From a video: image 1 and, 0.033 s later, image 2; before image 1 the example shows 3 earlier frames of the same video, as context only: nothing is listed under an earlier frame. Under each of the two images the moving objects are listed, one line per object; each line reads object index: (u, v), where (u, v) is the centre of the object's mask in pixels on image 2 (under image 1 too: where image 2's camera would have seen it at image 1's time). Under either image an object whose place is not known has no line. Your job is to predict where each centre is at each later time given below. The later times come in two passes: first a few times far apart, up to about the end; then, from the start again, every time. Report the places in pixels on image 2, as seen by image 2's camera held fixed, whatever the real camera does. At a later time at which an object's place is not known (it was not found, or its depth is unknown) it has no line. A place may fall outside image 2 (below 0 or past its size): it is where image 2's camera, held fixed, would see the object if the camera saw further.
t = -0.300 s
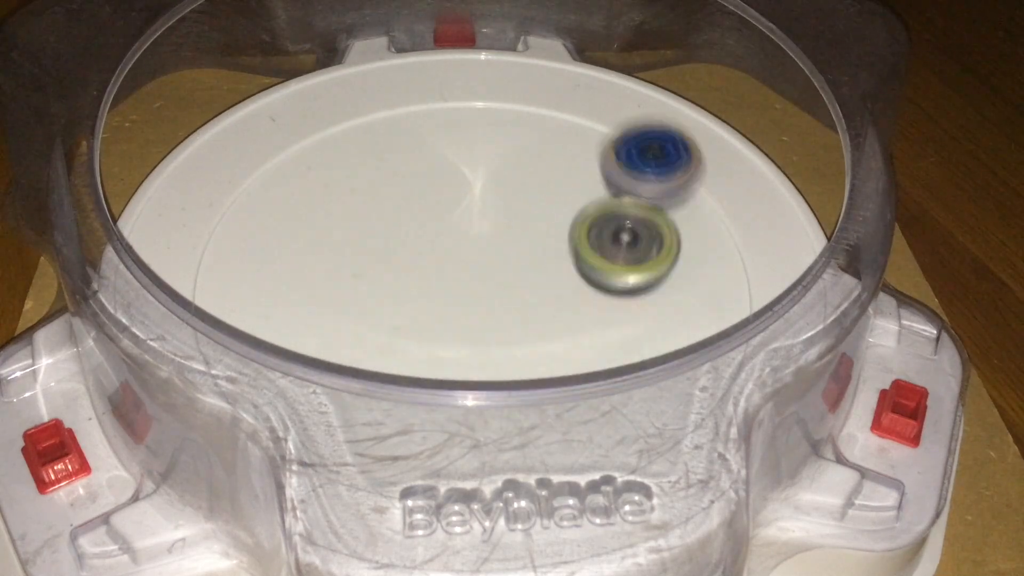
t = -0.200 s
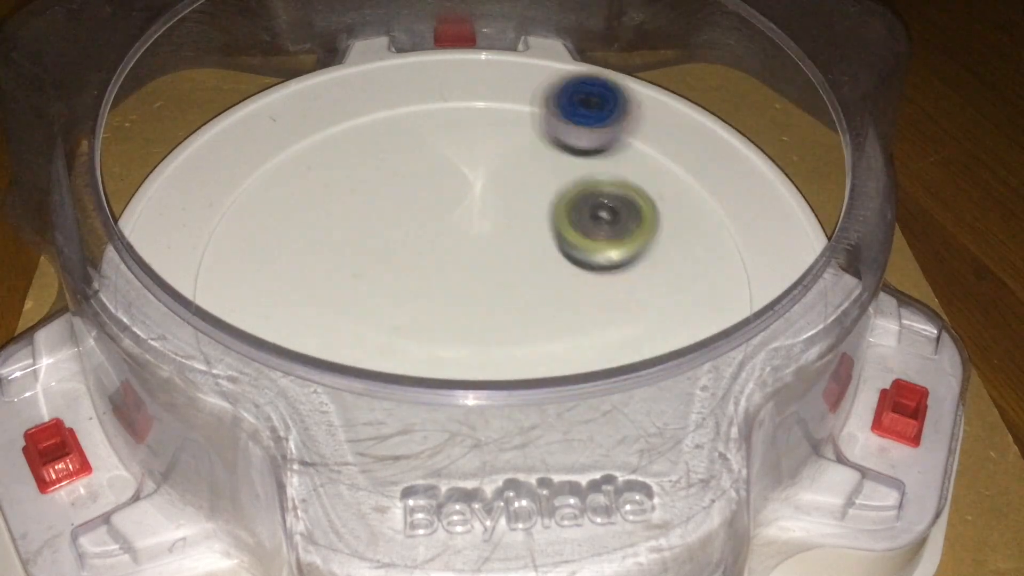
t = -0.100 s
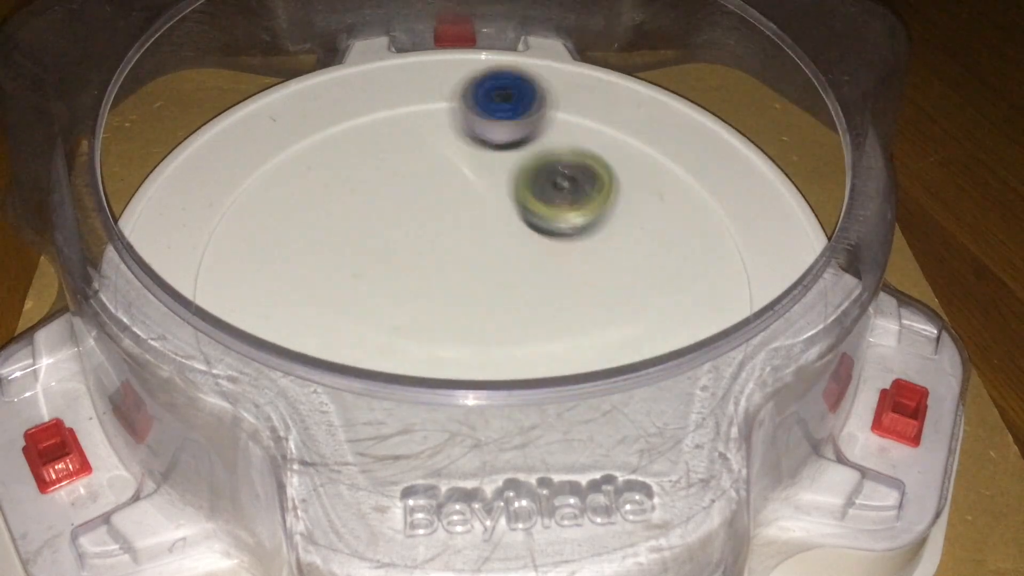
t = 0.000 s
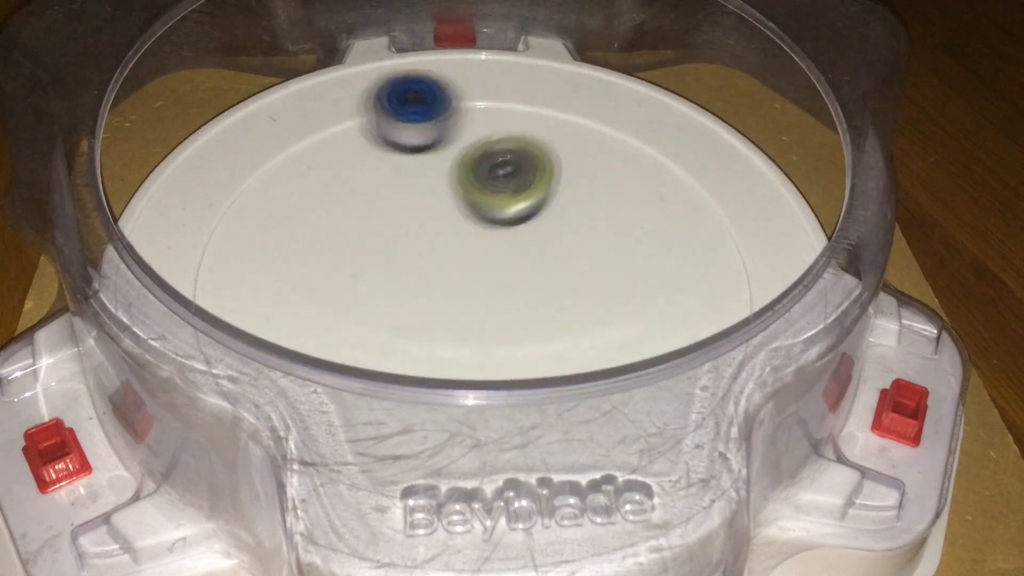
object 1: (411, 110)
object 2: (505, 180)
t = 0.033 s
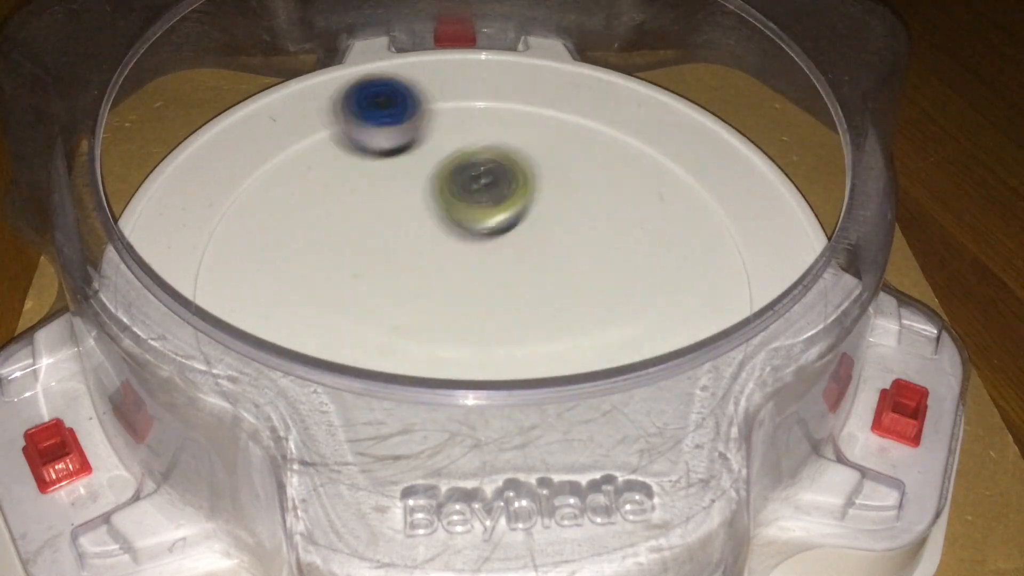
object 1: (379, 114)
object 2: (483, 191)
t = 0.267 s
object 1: (268, 219)
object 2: (442, 339)
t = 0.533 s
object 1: (387, 363)
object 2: (668, 357)
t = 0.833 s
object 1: (627, 323)
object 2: (580, 141)
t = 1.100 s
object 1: (622, 203)
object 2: (241, 237)
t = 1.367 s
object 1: (471, 173)
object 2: (493, 449)
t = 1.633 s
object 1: (349, 259)
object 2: (674, 236)
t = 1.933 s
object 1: (572, 321)
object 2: (371, 437)
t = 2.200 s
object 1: (414, 195)
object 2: (426, 103)
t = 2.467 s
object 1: (452, 309)
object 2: (533, 371)
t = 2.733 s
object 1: (552, 225)
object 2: (376, 150)
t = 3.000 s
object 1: (425, 279)
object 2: (629, 335)
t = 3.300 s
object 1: (513, 302)
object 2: (304, 230)
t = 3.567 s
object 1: (400, 248)
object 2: (624, 303)
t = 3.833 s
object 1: (464, 287)
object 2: (290, 196)
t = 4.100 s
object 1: (486, 223)
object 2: (629, 294)
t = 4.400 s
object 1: (476, 298)
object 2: (320, 238)
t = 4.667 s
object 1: (490, 273)
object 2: (652, 292)
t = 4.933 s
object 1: (421, 283)
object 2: (307, 226)
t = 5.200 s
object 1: (453, 275)
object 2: (598, 310)
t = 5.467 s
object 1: (474, 246)
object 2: (343, 179)
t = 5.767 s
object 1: (474, 273)
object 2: (634, 292)
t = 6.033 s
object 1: (474, 293)
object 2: (352, 218)
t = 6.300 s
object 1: (462, 281)
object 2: (585, 335)
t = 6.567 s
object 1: (445, 263)
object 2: (371, 174)
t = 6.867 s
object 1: (470, 261)
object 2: (583, 318)
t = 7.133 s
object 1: (483, 269)
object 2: (405, 186)
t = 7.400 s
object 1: (466, 283)
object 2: (534, 364)
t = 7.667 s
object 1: (453, 282)
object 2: (431, 182)
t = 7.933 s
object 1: (456, 263)
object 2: (459, 344)
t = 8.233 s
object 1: (472, 259)
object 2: (465, 171)
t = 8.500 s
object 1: (482, 275)
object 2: (461, 350)
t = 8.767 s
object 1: (452, 271)
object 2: (531, 210)
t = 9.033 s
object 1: (471, 305)
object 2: (341, 279)
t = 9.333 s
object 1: (579, 276)
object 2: (421, 218)
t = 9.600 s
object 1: (491, 284)
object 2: (357, 216)
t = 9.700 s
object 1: (482, 287)
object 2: (379, 241)
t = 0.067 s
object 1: (352, 122)
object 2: (463, 207)
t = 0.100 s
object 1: (328, 134)
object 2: (445, 227)
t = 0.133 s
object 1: (308, 148)
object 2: (434, 249)
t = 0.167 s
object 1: (293, 162)
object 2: (427, 273)
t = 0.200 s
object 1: (281, 180)
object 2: (425, 299)
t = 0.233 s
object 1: (272, 198)
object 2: (431, 324)
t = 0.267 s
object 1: (268, 219)
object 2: (442, 339)
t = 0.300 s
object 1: (268, 240)
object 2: (460, 351)
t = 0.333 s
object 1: (272, 260)
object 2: (483, 378)
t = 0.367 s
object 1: (281, 281)
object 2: (509, 383)
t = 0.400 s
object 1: (294, 300)
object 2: (543, 405)
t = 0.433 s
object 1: (314, 318)
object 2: (577, 401)
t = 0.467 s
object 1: (338, 328)
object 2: (609, 395)
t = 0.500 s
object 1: (360, 351)
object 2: (642, 387)
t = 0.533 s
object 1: (387, 363)
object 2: (668, 357)
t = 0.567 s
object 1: (418, 372)
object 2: (694, 335)
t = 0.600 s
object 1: (450, 373)
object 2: (709, 303)
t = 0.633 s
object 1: (481, 378)
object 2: (726, 281)
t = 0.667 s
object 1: (512, 371)
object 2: (729, 250)
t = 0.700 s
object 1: (540, 369)
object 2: (718, 222)
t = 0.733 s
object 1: (566, 360)
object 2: (695, 195)
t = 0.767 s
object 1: (587, 342)
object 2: (663, 170)
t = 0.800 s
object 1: (610, 332)
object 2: (623, 152)
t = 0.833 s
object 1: (627, 323)
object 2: (580, 141)
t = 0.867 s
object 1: (640, 309)
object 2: (533, 133)
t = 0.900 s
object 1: (648, 292)
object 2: (486, 133)
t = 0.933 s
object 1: (652, 276)
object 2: (440, 137)
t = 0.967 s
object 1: (653, 259)
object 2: (394, 147)
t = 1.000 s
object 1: (650, 243)
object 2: (349, 161)
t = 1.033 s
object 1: (644, 228)
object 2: (306, 182)
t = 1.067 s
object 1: (634, 214)
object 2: (270, 206)
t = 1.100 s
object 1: (622, 203)
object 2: (241, 237)
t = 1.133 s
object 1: (607, 193)
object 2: (222, 270)
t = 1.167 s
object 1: (590, 185)
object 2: (211, 304)
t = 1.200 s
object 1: (573, 178)
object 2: (222, 348)
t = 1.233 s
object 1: (555, 173)
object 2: (256, 398)
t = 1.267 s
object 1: (535, 170)
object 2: (308, 423)
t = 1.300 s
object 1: (513, 169)
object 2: (368, 446)
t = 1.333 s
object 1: (491, 170)
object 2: (426, 450)
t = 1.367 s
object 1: (471, 173)
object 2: (493, 449)
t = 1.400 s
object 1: (450, 178)
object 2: (562, 443)
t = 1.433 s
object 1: (430, 185)
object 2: (611, 435)
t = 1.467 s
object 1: (413, 193)
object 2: (658, 417)
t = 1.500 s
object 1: (395, 204)
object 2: (678, 376)
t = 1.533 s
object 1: (379, 216)
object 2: (690, 331)
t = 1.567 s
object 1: (366, 230)
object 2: (698, 299)
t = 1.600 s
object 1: (356, 244)
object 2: (693, 269)
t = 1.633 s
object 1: (349, 259)
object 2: (674, 236)
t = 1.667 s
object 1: (345, 307)
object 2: (577, 163)
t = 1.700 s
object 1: (362, 331)
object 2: (494, 136)
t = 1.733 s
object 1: (387, 359)
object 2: (408, 130)
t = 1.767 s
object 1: (421, 375)
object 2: (323, 145)
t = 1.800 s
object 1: (460, 379)
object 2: (250, 180)
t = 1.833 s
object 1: (500, 374)
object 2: (207, 235)
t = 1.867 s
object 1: (531, 352)
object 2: (221, 307)
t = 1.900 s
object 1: (559, 342)
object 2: (266, 387)
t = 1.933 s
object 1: (572, 321)
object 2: (371, 437)
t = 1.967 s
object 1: (575, 296)
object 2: (487, 439)
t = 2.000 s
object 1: (567, 270)
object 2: (574, 377)
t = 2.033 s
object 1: (552, 247)
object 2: (627, 321)
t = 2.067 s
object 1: (529, 226)
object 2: (640, 258)
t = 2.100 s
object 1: (503, 211)
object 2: (618, 198)
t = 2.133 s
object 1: (475, 201)
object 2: (571, 148)
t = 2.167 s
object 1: (443, 195)
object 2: (501, 114)
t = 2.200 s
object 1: (414, 195)
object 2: (426, 103)
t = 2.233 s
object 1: (388, 201)
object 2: (352, 112)
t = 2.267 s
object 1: (367, 210)
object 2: (288, 145)
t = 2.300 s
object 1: (360, 230)
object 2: (243, 191)
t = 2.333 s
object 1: (361, 252)
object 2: (234, 251)
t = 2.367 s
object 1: (371, 273)
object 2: (276, 307)
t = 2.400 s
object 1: (392, 288)
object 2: (340, 365)
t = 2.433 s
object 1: (420, 301)
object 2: (442, 383)
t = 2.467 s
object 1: (452, 309)
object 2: (533, 371)
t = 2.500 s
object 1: (483, 309)
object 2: (609, 331)
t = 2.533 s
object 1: (513, 303)
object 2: (651, 287)
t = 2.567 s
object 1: (537, 292)
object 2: (658, 228)
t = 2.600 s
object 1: (554, 278)
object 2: (630, 174)
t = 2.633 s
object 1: (563, 263)
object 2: (578, 136)
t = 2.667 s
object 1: (565, 249)
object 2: (508, 119)
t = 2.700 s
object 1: (561, 236)
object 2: (438, 124)
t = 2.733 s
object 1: (552, 225)
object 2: (376, 150)
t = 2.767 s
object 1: (538, 217)
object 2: (330, 192)
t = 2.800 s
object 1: (520, 214)
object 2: (310, 244)
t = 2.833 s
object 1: (499, 216)
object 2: (318, 300)
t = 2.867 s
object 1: (477, 222)
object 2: (362, 336)
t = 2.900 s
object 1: (458, 233)
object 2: (424, 380)
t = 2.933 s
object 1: (442, 247)
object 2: (499, 384)
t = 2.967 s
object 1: (432, 262)
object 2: (575, 378)
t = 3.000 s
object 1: (425, 279)
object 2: (629, 335)
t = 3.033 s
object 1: (423, 293)
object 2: (663, 303)
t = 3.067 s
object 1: (426, 309)
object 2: (665, 258)
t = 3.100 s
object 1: (436, 323)
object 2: (640, 215)
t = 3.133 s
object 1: (450, 331)
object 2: (592, 182)
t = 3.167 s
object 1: (468, 336)
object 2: (533, 164)
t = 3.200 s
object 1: (487, 334)
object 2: (467, 159)
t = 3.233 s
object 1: (502, 328)
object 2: (402, 170)
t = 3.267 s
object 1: (511, 316)
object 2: (345, 193)
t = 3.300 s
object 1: (513, 302)
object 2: (304, 230)
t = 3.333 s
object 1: (509, 287)
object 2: (282, 275)
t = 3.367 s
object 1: (497, 273)
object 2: (295, 316)
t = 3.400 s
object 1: (483, 263)
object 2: (328, 366)
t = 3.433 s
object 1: (467, 254)
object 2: (396, 412)
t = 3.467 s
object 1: (449, 247)
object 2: (479, 414)
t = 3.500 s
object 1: (432, 244)
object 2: (550, 380)
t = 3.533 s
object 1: (415, 243)
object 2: (597, 339)
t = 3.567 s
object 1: (400, 248)
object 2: (624, 303)
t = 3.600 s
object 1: (390, 254)
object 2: (619, 256)
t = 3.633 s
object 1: (386, 263)
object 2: (595, 214)
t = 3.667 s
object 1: (389, 273)
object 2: (553, 179)
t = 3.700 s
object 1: (397, 283)
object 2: (501, 156)
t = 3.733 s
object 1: (407, 290)
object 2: (445, 145)
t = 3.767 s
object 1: (426, 293)
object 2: (388, 148)
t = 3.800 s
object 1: (446, 291)
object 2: (331, 165)
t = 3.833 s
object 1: (464, 287)
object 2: (290, 196)
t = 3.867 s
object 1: (480, 280)
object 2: (270, 241)
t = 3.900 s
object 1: (493, 271)
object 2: (279, 291)
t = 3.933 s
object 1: (503, 261)
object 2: (325, 327)
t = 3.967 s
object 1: (507, 250)
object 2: (388, 368)
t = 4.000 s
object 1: (508, 240)
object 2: (465, 374)
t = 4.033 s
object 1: (504, 231)
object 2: (536, 350)
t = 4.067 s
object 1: (497, 226)
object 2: (595, 329)
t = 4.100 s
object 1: (486, 223)
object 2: (629, 294)
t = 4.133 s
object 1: (475, 224)
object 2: (638, 250)
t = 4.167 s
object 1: (464, 230)
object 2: (628, 209)
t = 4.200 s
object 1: (457, 239)
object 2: (598, 173)
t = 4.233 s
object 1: (453, 250)
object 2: (552, 148)
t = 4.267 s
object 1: (453, 261)
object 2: (498, 137)
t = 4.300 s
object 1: (457, 272)
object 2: (440, 141)
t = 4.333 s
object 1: (461, 282)
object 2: (387, 161)
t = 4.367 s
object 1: (468, 291)
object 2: (344, 195)
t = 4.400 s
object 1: (476, 298)
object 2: (320, 238)
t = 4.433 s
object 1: (488, 302)
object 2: (320, 287)
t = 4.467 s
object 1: (500, 304)
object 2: (347, 326)
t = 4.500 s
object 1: (510, 301)
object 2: (397, 368)
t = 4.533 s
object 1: (513, 296)
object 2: (460, 384)
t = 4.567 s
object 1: (513, 288)
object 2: (526, 384)
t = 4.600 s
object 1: (508, 283)
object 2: (591, 366)
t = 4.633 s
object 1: (501, 277)
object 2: (633, 326)
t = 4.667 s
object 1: (490, 273)
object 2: (652, 292)
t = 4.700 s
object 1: (477, 271)
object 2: (642, 249)
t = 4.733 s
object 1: (464, 270)
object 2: (612, 214)
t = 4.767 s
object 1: (453, 270)
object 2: (566, 187)
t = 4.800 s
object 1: (441, 273)
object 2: (510, 172)
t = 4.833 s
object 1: (432, 275)
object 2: (451, 168)
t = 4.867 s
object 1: (426, 279)
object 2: (395, 176)
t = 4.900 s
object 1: (423, 281)
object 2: (345, 196)
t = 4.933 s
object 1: (421, 283)
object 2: (307, 226)
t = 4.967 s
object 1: (421, 284)
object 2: (286, 265)
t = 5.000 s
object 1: (421, 285)
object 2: (289, 304)
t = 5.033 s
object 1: (424, 286)
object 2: (320, 347)
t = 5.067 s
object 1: (428, 286)
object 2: (378, 375)
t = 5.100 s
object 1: (433, 285)
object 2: (447, 388)
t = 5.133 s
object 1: (439, 283)
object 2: (514, 373)
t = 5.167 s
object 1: (446, 280)
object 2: (563, 341)
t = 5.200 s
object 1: (453, 275)
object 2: (598, 310)
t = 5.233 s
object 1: (459, 271)
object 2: (605, 267)
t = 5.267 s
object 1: (464, 267)
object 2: (595, 227)
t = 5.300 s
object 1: (470, 261)
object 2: (570, 193)
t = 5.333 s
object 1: (473, 255)
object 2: (532, 166)
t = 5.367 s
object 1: (474, 252)
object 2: (484, 150)
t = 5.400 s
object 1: (474, 249)
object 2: (433, 146)
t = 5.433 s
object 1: (474, 248)
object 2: (384, 155)
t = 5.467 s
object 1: (474, 246)
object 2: (343, 179)
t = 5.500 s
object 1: (473, 246)
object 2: (315, 215)
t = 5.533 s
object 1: (471, 246)
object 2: (311, 260)
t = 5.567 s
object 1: (470, 248)
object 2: (330, 303)
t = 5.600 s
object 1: (470, 252)
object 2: (378, 333)
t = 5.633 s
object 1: (469, 255)
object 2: (439, 348)
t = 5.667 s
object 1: (469, 259)
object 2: (498, 351)
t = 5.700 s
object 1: (470, 263)
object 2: (557, 343)
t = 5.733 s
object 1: (471, 268)
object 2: (607, 324)
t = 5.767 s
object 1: (474, 273)
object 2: (634, 292)
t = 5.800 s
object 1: (475, 277)
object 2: (639, 253)
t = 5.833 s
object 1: (476, 280)
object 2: (623, 218)
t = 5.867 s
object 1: (477, 283)
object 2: (591, 190)
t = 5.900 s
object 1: (477, 286)
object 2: (545, 172)
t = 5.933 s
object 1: (477, 288)
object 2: (491, 166)
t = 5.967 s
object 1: (477, 290)
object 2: (439, 173)
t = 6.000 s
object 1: (476, 291)
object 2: (390, 191)
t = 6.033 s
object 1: (474, 293)
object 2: (352, 218)
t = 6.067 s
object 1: (474, 294)
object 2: (329, 253)
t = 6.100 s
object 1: (472, 294)
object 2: (321, 292)
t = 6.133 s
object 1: (471, 294)
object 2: (336, 324)
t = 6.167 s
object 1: (471, 293)
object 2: (374, 363)
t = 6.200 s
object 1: (470, 291)
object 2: (425, 381)
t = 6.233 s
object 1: (468, 287)
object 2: (488, 383)
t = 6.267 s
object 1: (465, 285)
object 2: (542, 367)
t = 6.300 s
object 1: (462, 281)
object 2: (585, 335)
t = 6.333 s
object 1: (459, 278)
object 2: (603, 303)
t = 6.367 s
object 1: (456, 275)
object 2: (599, 265)
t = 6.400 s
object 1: (453, 272)
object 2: (580, 230)
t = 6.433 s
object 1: (450, 270)
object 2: (549, 201)
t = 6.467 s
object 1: (448, 267)
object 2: (510, 180)
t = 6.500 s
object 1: (446, 266)
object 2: (464, 168)
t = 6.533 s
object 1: (445, 265)
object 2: (416, 166)
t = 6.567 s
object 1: (445, 263)
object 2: (371, 174)
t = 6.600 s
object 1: (446, 262)
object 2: (333, 195)
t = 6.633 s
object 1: (447, 261)
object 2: (310, 226)
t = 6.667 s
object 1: (450, 261)
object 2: (306, 265)
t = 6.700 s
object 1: (453, 261)
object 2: (327, 305)
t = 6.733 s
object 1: (456, 261)
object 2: (371, 330)
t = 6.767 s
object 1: (460, 260)
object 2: (426, 344)
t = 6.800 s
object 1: (464, 260)
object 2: (486, 346)
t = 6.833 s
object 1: (467, 261)
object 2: (538, 337)
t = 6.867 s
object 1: (470, 261)
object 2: (583, 318)
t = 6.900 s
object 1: (473, 261)
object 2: (608, 285)
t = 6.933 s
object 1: (476, 262)
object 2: (615, 250)
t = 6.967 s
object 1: (480, 263)
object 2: (606, 218)
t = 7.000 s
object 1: (481, 263)
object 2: (581, 191)
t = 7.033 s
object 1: (482, 264)
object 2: (541, 172)
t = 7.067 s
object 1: (483, 266)
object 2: (497, 165)
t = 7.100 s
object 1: (484, 268)
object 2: (449, 170)
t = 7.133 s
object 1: (483, 269)
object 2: (405, 186)
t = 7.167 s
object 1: (483, 270)
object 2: (371, 212)
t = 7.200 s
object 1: (481, 272)
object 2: (349, 245)
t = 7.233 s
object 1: (480, 274)
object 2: (344, 282)
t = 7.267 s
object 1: (477, 276)
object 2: (355, 318)
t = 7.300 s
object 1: (475, 278)
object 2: (387, 340)
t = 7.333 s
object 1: (472, 279)
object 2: (432, 367)
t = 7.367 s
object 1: (469, 280)
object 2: (484, 375)
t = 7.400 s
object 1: (466, 283)
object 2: (534, 364)
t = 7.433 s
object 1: (463, 284)
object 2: (576, 337)
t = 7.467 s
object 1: (460, 285)
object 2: (598, 312)
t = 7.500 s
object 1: (459, 286)
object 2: (598, 276)
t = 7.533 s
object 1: (457, 286)
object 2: (582, 244)
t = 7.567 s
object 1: (456, 285)
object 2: (555, 218)
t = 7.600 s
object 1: (455, 285)
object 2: (519, 197)
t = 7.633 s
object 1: (454, 283)
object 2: (475, 186)
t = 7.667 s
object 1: (453, 282)
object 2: (431, 182)
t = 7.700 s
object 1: (453, 280)
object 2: (390, 187)
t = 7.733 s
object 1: (452, 278)
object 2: (352, 203)
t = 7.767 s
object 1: (453, 275)
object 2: (325, 227)
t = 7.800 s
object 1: (452, 273)
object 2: (315, 259)
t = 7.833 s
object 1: (453, 271)
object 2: (327, 296)
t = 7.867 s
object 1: (454, 269)
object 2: (360, 323)
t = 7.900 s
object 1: (456, 265)
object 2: (408, 339)
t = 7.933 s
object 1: (456, 263)
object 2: (459, 344)
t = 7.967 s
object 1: (458, 262)
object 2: (513, 338)
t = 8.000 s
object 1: (461, 261)
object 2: (556, 322)
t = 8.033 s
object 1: (464, 259)
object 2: (583, 295)
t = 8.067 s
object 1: (466, 257)
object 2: (595, 264)
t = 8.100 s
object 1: (467, 256)
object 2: (592, 233)
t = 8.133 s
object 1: (468, 256)
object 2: (575, 205)
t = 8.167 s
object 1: (469, 256)
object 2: (545, 184)
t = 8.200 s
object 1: (470, 257)
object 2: (508, 173)
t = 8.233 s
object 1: (472, 259)
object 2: (465, 171)
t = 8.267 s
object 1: (472, 261)
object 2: (425, 183)
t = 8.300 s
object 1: (475, 263)
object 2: (388, 203)
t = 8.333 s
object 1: (478, 266)
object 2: (364, 229)
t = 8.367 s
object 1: (479, 268)
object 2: (352, 261)
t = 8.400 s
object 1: (480, 271)
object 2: (356, 295)
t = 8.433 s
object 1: (481, 273)
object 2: (378, 325)
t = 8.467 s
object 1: (482, 275)
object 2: (415, 342)
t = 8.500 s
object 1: (482, 275)
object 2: (461, 350)
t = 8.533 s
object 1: (480, 276)
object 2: (509, 349)
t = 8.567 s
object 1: (477, 278)
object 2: (550, 340)
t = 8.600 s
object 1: (472, 274)
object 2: (589, 328)
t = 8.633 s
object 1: (468, 273)
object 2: (610, 304)
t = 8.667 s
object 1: (465, 272)
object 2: (610, 274)
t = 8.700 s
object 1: (462, 270)
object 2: (592, 247)
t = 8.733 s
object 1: (460, 269)
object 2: (561, 228)
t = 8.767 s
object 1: (452, 271)
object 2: (531, 210)
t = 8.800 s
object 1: (445, 273)
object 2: (497, 198)
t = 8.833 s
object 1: (439, 276)
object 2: (461, 189)
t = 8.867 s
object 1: (435, 278)
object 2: (424, 189)
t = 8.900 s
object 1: (431, 281)
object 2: (391, 201)
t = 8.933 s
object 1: (436, 289)
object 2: (362, 216)
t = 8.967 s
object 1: (442, 294)
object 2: (342, 233)
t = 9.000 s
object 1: (449, 300)
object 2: (340, 259)
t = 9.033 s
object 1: (471, 305)
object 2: (341, 279)
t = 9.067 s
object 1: (486, 306)
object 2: (363, 297)
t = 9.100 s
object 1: (525, 309)
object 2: (370, 298)
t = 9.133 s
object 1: (554, 304)
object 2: (367, 293)
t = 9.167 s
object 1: (569, 301)
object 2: (370, 286)
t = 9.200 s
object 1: (582, 297)
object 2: (379, 279)
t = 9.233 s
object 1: (590, 292)
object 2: (391, 269)
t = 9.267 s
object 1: (593, 287)
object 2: (404, 254)
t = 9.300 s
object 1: (589, 281)
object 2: (415, 236)
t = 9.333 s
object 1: (579, 276)
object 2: (421, 218)
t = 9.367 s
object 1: (565, 272)
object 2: (421, 203)
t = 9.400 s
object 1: (550, 269)
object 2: (417, 198)
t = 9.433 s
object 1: (532, 267)
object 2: (415, 200)
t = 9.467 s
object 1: (512, 265)
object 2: (419, 209)
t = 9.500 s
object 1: (512, 275)
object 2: (410, 205)
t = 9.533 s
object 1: (515, 283)
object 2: (387, 195)
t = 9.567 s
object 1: (504, 283)
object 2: (363, 199)
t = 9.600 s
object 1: (491, 284)
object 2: (357, 216)
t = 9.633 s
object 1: (485, 284)
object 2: (363, 228)
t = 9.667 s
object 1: (479, 283)
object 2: (374, 238)
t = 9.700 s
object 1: (482, 287)
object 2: (379, 241)
